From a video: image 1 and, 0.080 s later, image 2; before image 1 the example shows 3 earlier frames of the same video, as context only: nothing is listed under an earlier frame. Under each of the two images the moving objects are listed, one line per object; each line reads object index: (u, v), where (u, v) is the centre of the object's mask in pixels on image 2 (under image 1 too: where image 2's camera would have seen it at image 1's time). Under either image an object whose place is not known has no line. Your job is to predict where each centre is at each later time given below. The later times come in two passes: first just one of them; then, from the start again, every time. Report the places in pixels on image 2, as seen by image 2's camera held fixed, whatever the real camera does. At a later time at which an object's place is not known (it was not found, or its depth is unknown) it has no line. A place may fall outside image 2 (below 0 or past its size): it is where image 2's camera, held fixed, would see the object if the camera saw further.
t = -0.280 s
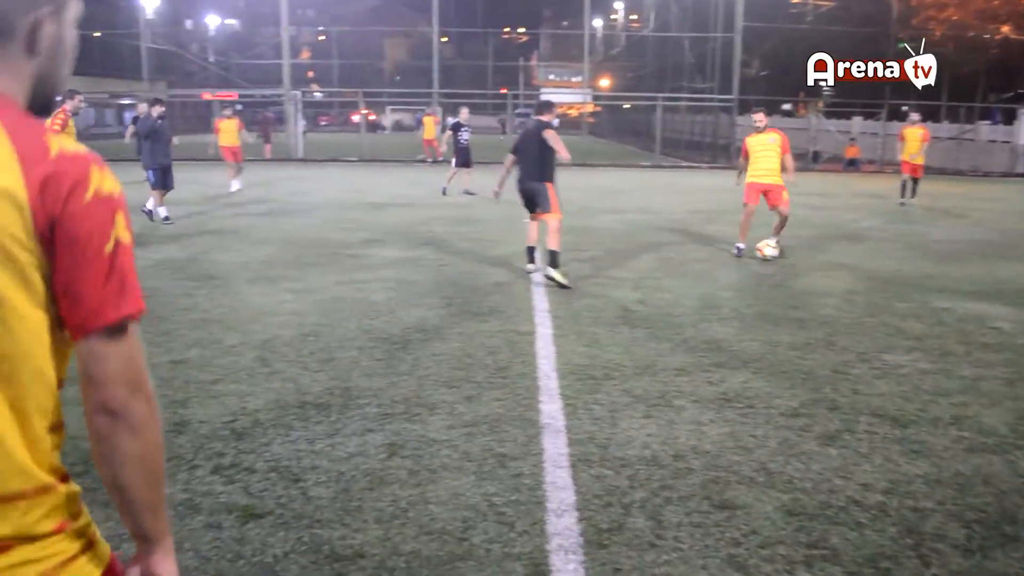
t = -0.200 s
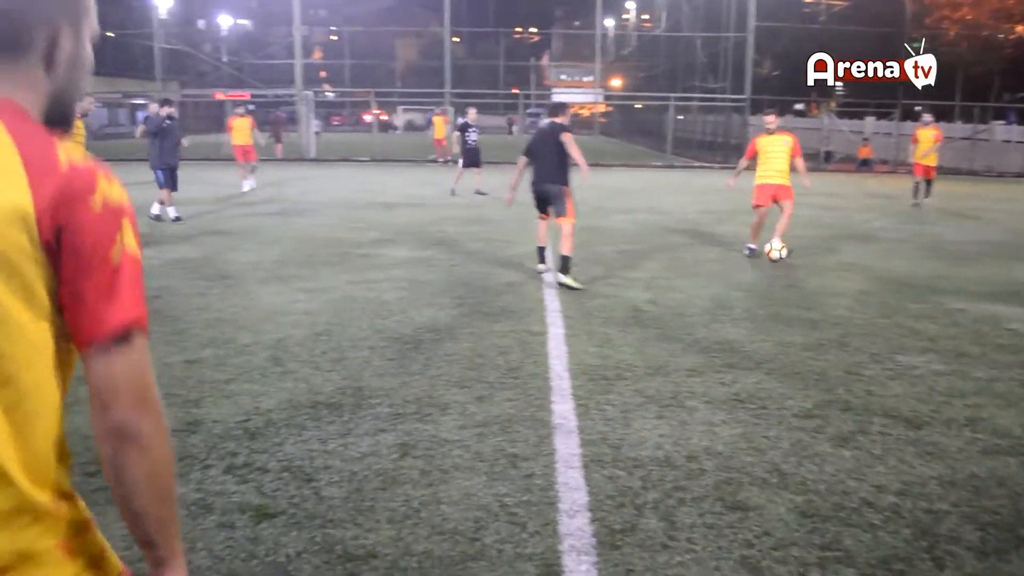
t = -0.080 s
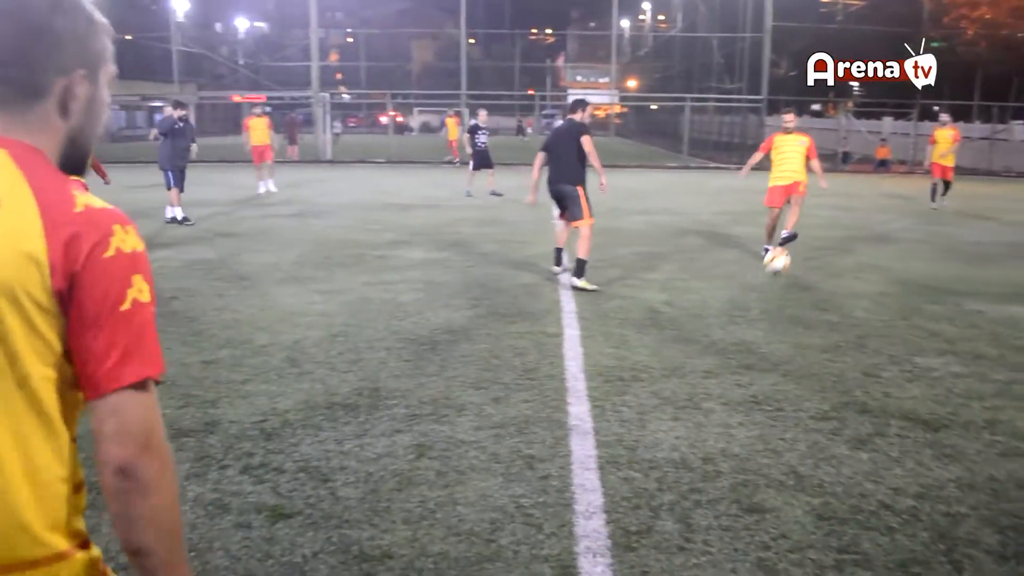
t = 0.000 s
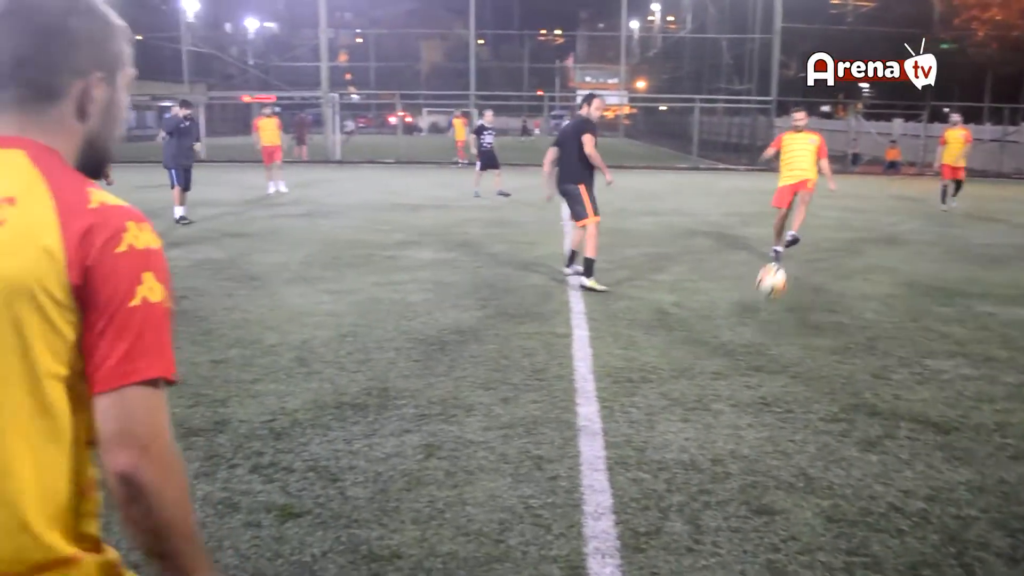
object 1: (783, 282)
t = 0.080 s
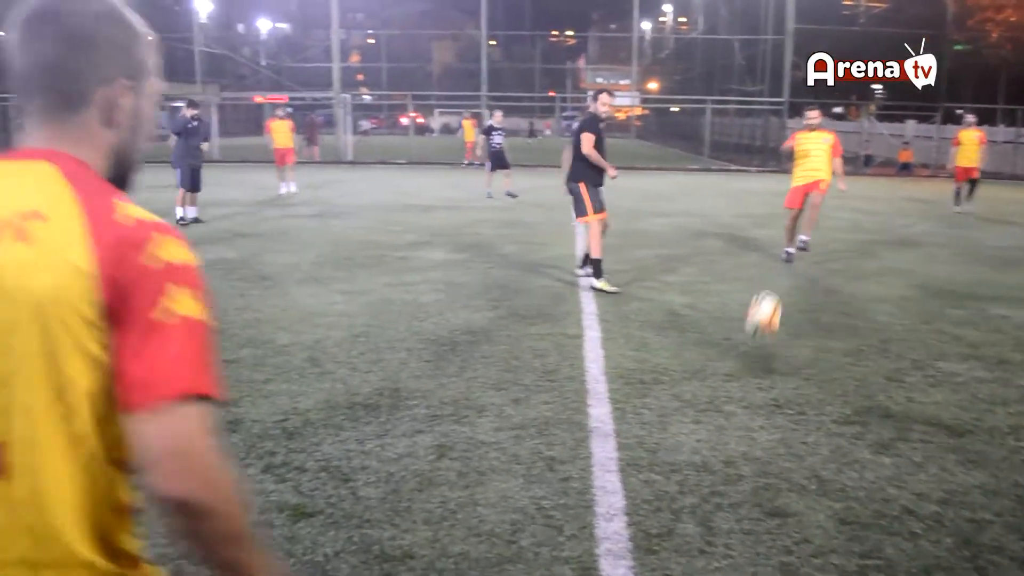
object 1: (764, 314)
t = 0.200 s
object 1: (723, 366)
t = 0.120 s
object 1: (751, 336)
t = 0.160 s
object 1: (737, 358)
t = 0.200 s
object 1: (723, 366)
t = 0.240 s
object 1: (707, 378)
